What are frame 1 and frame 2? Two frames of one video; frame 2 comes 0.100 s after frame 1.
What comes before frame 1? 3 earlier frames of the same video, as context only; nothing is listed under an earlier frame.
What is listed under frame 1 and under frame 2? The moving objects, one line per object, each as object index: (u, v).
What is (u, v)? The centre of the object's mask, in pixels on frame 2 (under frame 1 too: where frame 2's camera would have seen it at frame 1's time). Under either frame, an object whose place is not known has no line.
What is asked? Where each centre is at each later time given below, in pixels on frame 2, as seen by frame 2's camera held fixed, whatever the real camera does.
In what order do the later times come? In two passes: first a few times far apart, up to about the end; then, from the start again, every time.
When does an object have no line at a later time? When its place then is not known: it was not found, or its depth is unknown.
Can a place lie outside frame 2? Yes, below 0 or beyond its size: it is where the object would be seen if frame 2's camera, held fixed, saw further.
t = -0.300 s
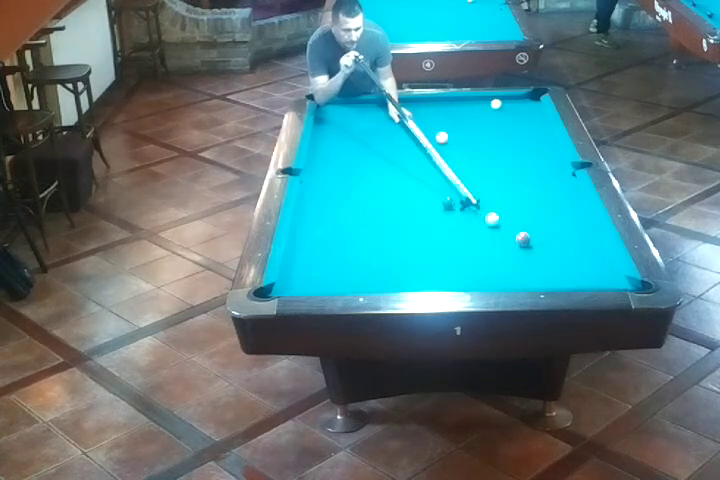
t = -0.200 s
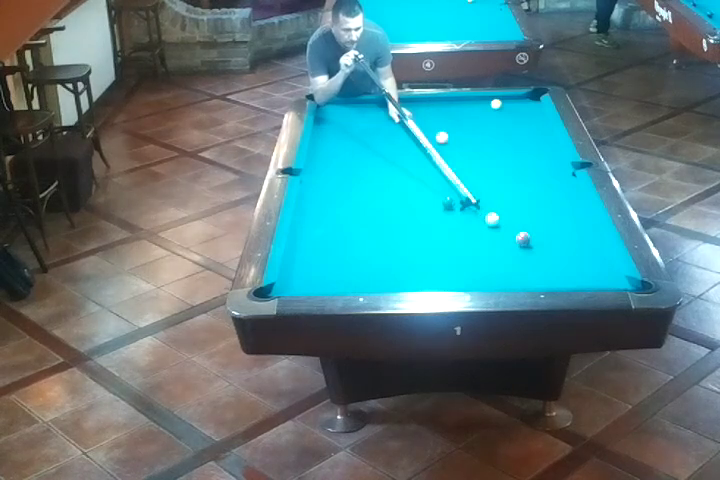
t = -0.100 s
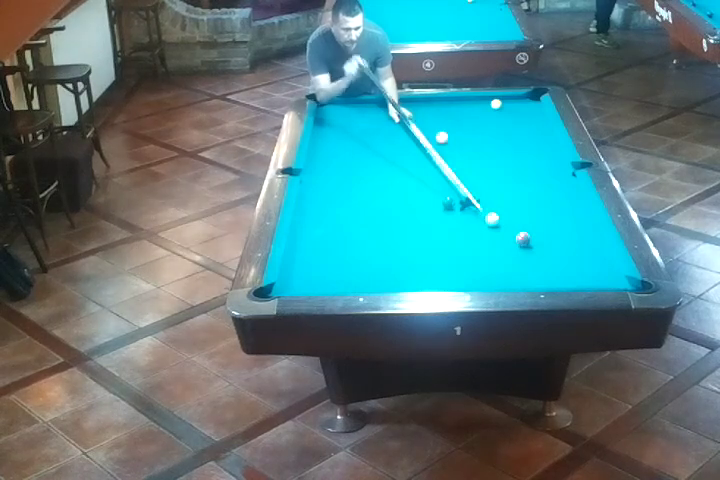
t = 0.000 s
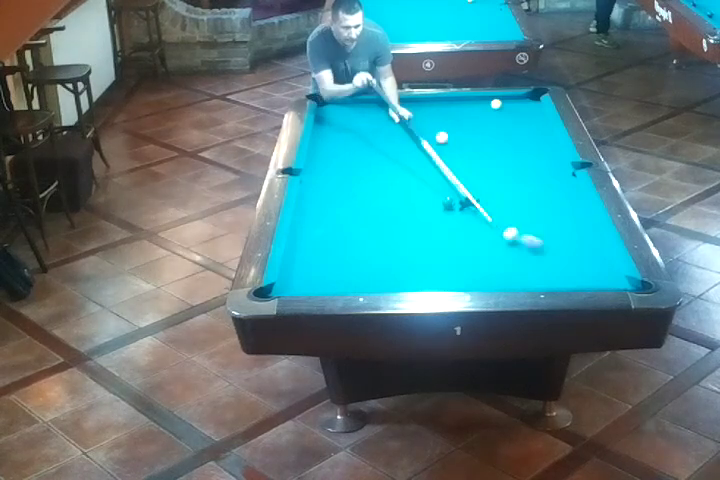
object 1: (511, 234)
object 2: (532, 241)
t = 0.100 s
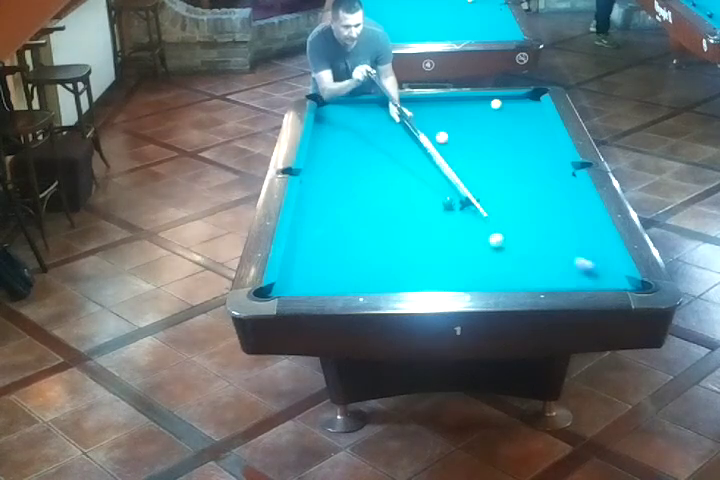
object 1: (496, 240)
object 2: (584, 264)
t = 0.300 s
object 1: (466, 243)
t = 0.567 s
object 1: (427, 243)
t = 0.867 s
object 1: (385, 244)
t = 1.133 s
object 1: (349, 246)
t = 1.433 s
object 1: (311, 246)
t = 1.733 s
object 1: (299, 245)
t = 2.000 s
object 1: (316, 242)
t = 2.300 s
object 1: (333, 238)
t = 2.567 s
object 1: (346, 236)
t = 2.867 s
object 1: (359, 233)
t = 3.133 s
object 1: (369, 231)
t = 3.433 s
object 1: (379, 230)
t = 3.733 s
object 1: (386, 228)
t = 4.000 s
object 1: (391, 227)
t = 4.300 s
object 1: (395, 227)
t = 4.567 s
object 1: (397, 226)
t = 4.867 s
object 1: (397, 226)
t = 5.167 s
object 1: (397, 226)
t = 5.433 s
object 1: (397, 226)
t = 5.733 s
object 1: (397, 226)
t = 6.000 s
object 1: (397, 226)
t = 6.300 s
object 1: (397, 226)
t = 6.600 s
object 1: (397, 226)
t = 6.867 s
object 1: (397, 226)
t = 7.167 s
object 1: (397, 226)
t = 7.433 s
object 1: (397, 226)
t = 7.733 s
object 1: (397, 226)
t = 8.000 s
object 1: (397, 226)
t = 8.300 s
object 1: (397, 226)
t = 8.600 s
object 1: (397, 226)
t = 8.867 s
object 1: (397, 226)
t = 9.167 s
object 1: (397, 226)
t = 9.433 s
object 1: (397, 226)
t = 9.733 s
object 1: (397, 226)
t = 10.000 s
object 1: (397, 226)
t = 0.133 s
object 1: (491, 241)
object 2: (603, 273)
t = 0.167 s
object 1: (486, 242)
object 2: (620, 280)
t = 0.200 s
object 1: (481, 242)
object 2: (635, 286)
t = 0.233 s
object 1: (476, 242)
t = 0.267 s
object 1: (471, 242)
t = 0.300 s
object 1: (466, 243)
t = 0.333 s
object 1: (461, 243)
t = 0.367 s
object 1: (456, 243)
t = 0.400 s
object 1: (451, 243)
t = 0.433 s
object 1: (446, 243)
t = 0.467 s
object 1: (441, 243)
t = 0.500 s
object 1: (436, 243)
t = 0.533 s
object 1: (432, 243)
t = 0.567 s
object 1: (427, 243)
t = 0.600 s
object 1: (422, 243)
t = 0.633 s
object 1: (417, 243)
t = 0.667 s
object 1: (412, 244)
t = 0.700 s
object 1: (408, 244)
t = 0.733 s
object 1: (403, 244)
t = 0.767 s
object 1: (398, 244)
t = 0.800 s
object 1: (394, 244)
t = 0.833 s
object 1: (389, 244)
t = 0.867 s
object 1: (385, 244)
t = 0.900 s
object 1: (380, 245)
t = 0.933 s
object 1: (375, 245)
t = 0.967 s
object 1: (371, 245)
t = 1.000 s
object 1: (367, 245)
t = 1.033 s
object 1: (362, 245)
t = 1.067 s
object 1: (358, 245)
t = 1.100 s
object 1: (353, 245)
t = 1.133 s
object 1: (349, 246)
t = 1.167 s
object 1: (345, 246)
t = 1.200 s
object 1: (341, 246)
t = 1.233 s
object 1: (336, 246)
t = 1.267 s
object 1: (332, 246)
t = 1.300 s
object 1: (328, 246)
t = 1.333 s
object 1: (324, 246)
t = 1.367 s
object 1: (319, 246)
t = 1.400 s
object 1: (316, 246)
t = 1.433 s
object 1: (311, 246)
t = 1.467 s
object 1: (307, 246)
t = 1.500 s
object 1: (303, 246)
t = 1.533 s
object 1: (299, 246)
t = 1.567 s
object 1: (295, 247)
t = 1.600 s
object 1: (291, 247)
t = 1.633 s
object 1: (292, 247)
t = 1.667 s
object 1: (295, 246)
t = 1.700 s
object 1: (297, 246)
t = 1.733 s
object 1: (299, 245)
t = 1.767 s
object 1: (302, 244)
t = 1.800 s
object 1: (304, 244)
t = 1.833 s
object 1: (306, 244)
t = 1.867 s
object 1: (308, 244)
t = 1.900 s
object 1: (310, 243)
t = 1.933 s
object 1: (312, 242)
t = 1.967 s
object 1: (314, 242)
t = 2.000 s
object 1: (316, 242)
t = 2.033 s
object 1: (318, 241)
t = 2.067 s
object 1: (320, 241)
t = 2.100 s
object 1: (322, 240)
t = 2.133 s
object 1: (324, 240)
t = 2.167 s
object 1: (326, 240)
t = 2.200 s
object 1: (328, 240)
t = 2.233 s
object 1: (330, 239)
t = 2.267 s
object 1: (331, 239)
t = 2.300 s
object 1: (333, 238)
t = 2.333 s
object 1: (335, 238)
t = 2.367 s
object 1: (337, 238)
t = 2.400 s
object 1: (338, 237)
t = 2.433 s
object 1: (340, 237)
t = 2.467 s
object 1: (342, 237)
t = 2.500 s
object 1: (343, 236)
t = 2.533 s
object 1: (345, 236)
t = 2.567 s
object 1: (346, 236)
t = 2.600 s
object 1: (348, 235)
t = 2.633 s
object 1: (350, 235)
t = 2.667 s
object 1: (351, 235)
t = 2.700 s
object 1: (352, 235)
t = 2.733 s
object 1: (354, 234)
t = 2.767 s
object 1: (356, 234)
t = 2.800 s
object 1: (357, 234)
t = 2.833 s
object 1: (358, 234)
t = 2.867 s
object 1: (359, 233)
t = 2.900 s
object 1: (361, 233)
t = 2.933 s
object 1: (362, 233)
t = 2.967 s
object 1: (363, 233)
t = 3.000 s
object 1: (365, 232)
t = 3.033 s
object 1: (366, 232)
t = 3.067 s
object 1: (367, 232)
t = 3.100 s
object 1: (368, 231)
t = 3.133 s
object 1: (369, 231)
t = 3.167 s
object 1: (370, 231)
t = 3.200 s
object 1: (372, 231)
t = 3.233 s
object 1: (373, 231)
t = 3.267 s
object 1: (374, 231)
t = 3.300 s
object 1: (375, 230)
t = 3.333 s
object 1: (376, 230)
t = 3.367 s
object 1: (377, 230)
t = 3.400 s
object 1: (378, 230)
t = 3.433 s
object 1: (379, 230)
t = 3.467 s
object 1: (380, 229)
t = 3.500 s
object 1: (381, 230)
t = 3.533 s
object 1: (381, 229)
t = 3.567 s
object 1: (382, 229)
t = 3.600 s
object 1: (383, 229)
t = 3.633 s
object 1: (384, 229)
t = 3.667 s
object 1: (385, 229)
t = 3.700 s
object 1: (385, 229)
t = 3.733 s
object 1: (386, 228)
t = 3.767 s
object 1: (387, 228)
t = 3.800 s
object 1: (387, 228)
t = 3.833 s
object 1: (388, 228)
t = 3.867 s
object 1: (389, 228)
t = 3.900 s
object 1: (389, 227)
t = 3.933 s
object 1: (390, 227)
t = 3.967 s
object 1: (391, 227)
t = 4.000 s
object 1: (391, 227)
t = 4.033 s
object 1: (391, 227)
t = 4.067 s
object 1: (392, 227)
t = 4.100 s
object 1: (392, 227)
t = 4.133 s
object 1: (393, 227)
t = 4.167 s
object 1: (393, 227)
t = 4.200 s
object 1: (394, 227)
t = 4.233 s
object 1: (394, 227)
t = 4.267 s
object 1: (394, 227)
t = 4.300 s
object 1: (395, 227)
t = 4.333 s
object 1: (395, 227)
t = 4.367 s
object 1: (396, 226)
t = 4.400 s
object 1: (396, 226)
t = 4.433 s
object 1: (396, 226)
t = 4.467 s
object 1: (396, 226)
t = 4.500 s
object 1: (396, 226)
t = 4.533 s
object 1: (397, 226)
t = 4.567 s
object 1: (397, 226)
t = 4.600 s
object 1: (397, 226)
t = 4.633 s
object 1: (397, 226)
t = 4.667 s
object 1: (397, 226)
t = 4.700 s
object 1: (397, 226)
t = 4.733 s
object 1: (397, 226)
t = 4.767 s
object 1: (397, 226)
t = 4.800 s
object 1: (397, 226)
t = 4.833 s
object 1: (397, 226)
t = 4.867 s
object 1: (397, 226)
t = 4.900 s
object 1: (397, 226)
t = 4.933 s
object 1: (397, 226)
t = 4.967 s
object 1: (397, 226)
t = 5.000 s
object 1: (397, 226)
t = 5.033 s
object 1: (397, 226)
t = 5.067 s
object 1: (397, 226)
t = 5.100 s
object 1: (397, 226)
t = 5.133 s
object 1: (397, 226)
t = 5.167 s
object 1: (397, 226)
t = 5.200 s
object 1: (397, 226)
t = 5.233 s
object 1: (397, 226)
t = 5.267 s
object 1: (397, 226)
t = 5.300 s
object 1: (397, 226)
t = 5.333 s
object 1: (397, 226)
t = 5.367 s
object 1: (397, 226)
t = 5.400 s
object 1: (397, 226)
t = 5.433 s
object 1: (397, 226)
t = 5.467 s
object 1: (397, 226)
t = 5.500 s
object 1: (397, 226)
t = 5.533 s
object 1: (397, 226)
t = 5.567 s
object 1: (397, 226)
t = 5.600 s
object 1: (397, 226)
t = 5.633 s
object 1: (397, 226)
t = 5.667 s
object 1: (397, 226)
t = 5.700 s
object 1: (397, 226)
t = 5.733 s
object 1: (397, 226)
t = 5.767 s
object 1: (397, 226)
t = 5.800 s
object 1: (397, 226)
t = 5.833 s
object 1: (397, 226)
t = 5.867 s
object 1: (397, 226)
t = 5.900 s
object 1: (397, 226)
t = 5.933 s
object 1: (397, 226)
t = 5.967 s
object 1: (397, 226)
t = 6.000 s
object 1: (397, 226)
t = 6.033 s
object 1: (397, 226)
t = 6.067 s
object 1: (397, 226)
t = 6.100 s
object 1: (397, 226)
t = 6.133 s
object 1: (397, 226)
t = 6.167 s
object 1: (397, 226)
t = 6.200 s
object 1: (397, 226)
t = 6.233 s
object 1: (397, 226)
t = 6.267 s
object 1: (397, 226)
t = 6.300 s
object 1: (397, 226)
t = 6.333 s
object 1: (397, 226)
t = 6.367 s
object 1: (397, 226)
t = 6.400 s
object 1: (397, 226)
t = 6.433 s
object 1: (397, 226)
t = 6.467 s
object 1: (397, 226)
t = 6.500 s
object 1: (397, 226)
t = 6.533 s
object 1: (397, 226)
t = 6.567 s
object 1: (397, 226)
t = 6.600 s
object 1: (397, 226)
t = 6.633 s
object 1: (397, 226)
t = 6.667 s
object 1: (397, 226)
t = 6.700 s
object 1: (397, 226)
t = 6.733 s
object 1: (397, 226)
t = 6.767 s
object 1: (397, 226)
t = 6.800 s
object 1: (397, 226)
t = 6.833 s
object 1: (397, 226)
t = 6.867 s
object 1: (397, 226)
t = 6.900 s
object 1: (397, 226)
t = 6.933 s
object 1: (397, 226)
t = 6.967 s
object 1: (397, 226)
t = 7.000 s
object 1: (397, 226)
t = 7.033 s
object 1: (397, 226)
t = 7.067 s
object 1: (397, 226)
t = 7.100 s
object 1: (397, 226)
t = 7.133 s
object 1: (397, 226)
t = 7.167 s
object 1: (397, 226)
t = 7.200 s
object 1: (397, 226)
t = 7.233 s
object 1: (397, 226)
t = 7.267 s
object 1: (397, 226)
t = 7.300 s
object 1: (397, 226)
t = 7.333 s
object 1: (397, 226)
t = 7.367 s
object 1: (397, 226)
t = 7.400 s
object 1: (397, 226)
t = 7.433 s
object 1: (397, 226)
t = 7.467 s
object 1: (397, 226)
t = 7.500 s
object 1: (397, 226)
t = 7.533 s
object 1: (397, 226)
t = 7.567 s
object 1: (397, 226)
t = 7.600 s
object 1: (397, 226)
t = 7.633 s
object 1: (397, 226)
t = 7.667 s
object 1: (397, 226)
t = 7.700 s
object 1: (397, 226)
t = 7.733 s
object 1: (397, 226)
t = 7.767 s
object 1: (397, 226)
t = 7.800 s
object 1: (397, 226)
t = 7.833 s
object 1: (397, 226)
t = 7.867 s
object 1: (397, 226)
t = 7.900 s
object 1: (397, 226)
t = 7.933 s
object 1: (397, 226)
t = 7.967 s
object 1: (397, 226)
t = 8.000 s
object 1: (397, 226)
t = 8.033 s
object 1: (397, 226)
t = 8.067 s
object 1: (397, 226)
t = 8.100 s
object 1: (397, 226)
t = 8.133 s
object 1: (397, 226)
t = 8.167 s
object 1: (397, 226)
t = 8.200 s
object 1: (397, 226)
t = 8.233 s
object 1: (397, 226)
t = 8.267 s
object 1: (397, 226)
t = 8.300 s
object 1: (397, 226)
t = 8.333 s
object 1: (397, 226)
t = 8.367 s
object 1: (397, 226)
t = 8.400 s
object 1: (397, 226)
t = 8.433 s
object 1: (397, 226)
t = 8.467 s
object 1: (397, 226)
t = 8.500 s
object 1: (397, 226)
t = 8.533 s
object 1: (397, 226)
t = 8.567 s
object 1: (397, 226)
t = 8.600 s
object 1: (397, 226)
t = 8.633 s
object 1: (397, 226)
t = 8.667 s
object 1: (397, 226)
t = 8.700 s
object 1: (397, 226)
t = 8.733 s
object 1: (397, 226)
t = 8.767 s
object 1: (397, 226)
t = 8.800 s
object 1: (397, 226)
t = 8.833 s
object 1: (397, 226)
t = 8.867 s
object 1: (397, 226)
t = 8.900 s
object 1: (397, 226)
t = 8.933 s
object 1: (397, 226)
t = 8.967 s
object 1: (397, 226)
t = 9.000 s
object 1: (397, 226)
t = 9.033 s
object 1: (397, 226)
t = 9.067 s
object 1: (397, 226)
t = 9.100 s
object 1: (397, 226)
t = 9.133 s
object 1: (397, 226)
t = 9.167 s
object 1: (397, 226)
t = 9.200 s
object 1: (397, 226)
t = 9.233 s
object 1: (397, 226)
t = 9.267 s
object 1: (397, 226)
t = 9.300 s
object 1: (397, 226)
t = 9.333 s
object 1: (397, 226)
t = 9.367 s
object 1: (397, 226)
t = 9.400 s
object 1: (397, 226)
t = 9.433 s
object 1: (397, 226)
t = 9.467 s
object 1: (397, 226)
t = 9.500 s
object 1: (397, 226)
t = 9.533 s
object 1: (397, 226)
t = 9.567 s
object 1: (397, 226)
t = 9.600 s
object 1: (397, 226)
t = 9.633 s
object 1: (397, 226)
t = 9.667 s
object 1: (397, 226)
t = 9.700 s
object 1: (397, 226)
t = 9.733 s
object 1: (397, 226)
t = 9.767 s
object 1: (397, 226)
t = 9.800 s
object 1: (397, 226)
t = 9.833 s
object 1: (397, 226)
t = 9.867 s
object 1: (397, 226)
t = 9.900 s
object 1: (397, 226)
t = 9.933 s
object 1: (397, 226)
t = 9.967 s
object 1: (397, 226)
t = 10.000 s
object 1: (397, 226)
